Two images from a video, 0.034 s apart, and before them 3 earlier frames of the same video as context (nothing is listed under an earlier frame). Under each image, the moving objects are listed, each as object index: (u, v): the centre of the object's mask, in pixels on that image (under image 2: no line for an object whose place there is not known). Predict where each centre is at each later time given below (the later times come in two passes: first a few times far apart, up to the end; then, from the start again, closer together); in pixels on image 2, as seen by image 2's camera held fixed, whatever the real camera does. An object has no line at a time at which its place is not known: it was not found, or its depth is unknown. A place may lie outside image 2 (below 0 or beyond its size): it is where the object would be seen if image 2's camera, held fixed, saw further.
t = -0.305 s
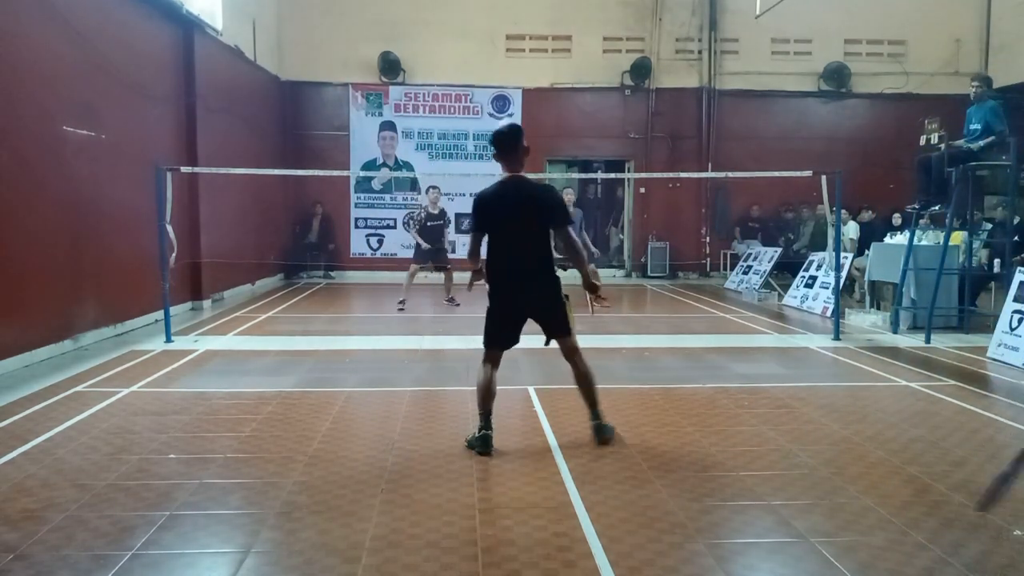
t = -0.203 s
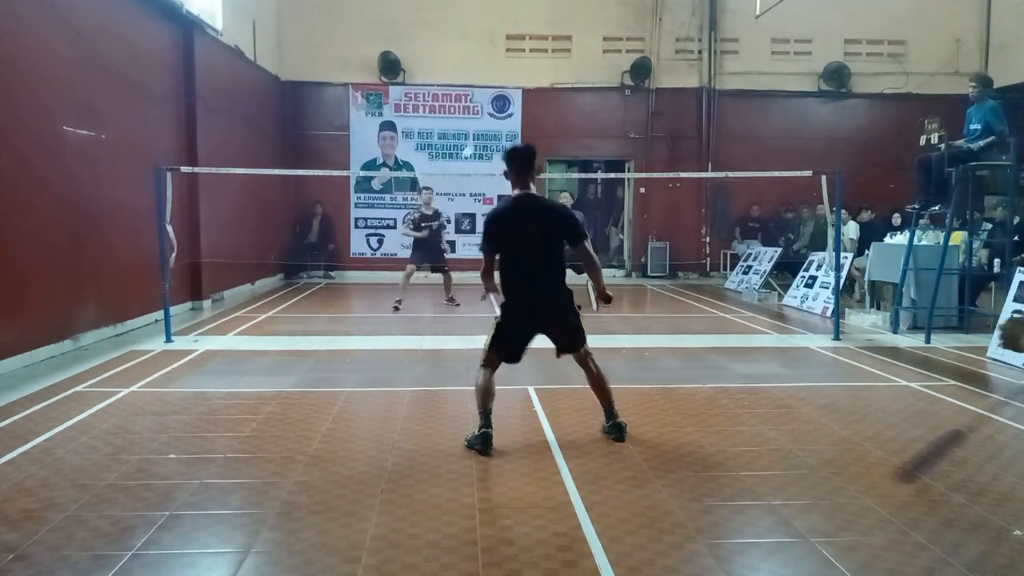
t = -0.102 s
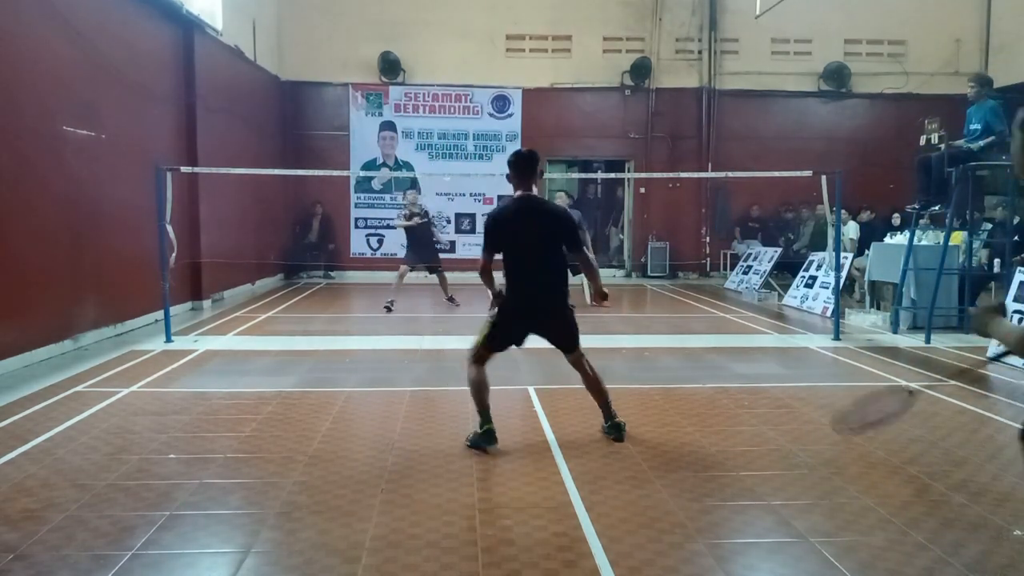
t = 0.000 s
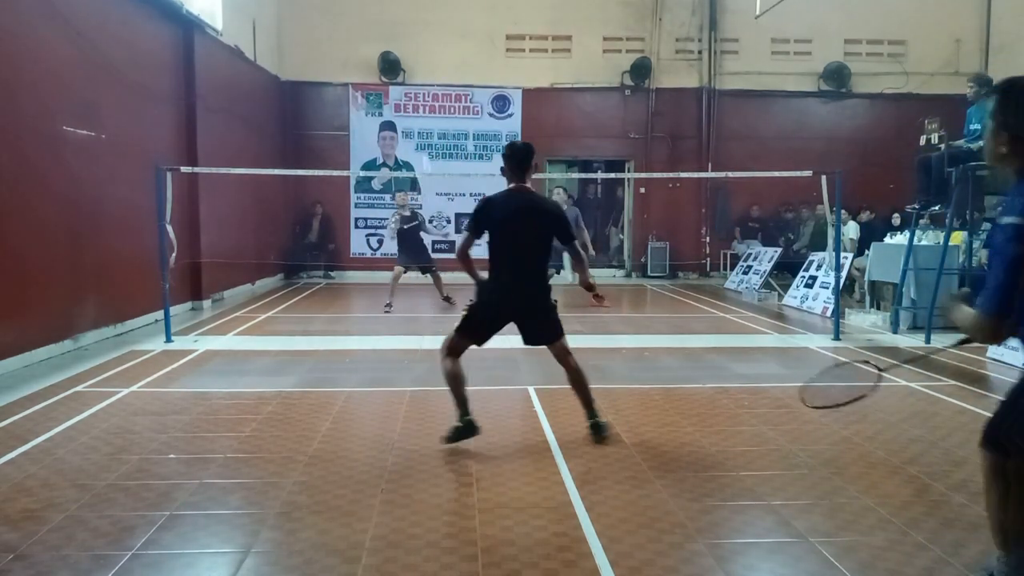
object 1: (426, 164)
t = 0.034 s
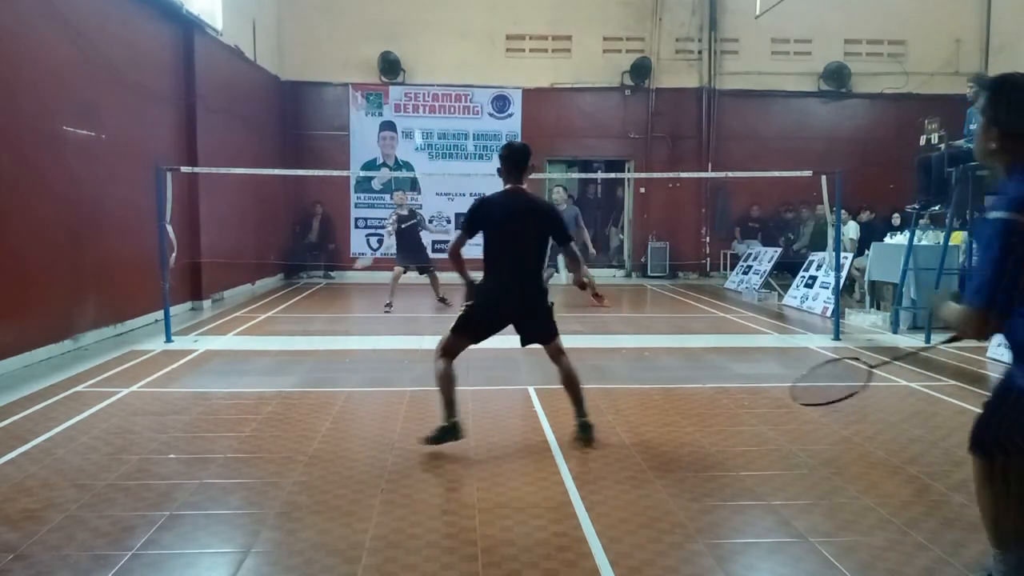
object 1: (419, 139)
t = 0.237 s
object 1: (399, 53)
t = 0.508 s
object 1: (377, 28)
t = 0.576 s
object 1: (372, 40)
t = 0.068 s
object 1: (416, 120)
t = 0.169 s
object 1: (404, 77)
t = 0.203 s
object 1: (401, 64)
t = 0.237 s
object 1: (399, 53)
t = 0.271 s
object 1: (396, 45)
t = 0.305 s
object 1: (393, 37)
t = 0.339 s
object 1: (390, 31)
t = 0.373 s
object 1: (388, 27)
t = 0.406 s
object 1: (385, 24)
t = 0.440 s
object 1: (382, 23)
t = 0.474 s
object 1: (380, 25)
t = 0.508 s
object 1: (377, 28)
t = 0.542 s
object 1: (375, 33)
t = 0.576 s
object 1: (372, 40)
